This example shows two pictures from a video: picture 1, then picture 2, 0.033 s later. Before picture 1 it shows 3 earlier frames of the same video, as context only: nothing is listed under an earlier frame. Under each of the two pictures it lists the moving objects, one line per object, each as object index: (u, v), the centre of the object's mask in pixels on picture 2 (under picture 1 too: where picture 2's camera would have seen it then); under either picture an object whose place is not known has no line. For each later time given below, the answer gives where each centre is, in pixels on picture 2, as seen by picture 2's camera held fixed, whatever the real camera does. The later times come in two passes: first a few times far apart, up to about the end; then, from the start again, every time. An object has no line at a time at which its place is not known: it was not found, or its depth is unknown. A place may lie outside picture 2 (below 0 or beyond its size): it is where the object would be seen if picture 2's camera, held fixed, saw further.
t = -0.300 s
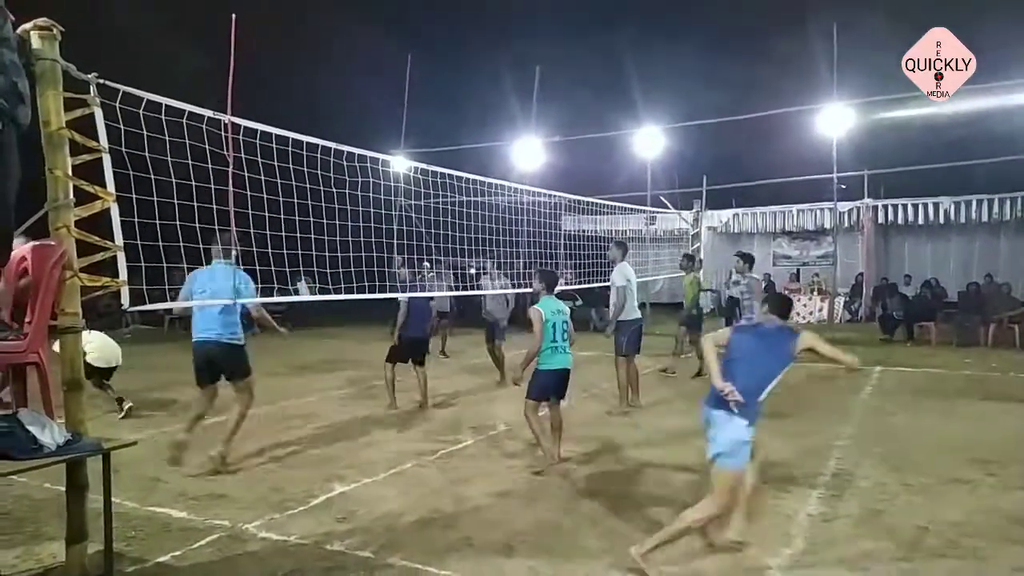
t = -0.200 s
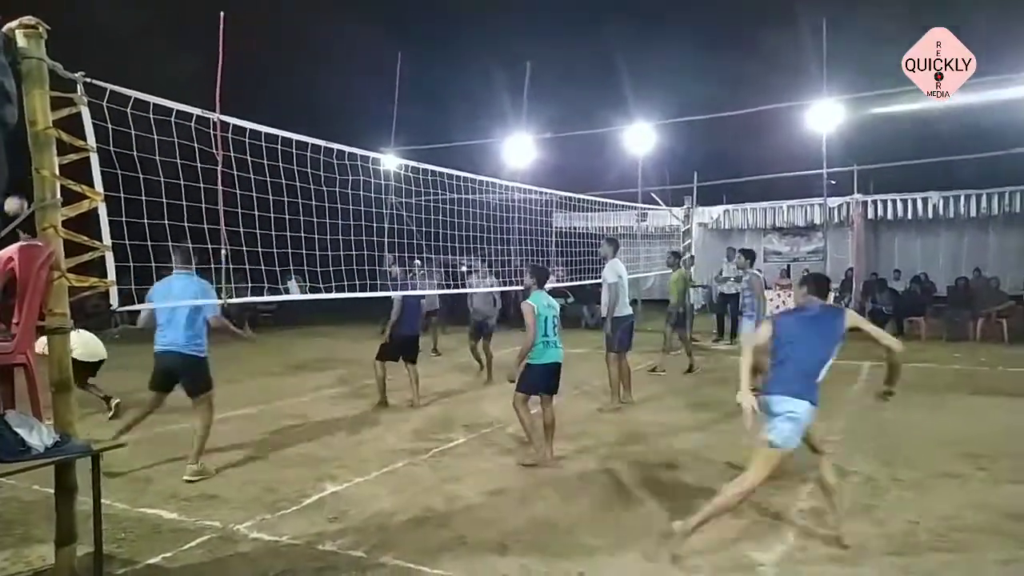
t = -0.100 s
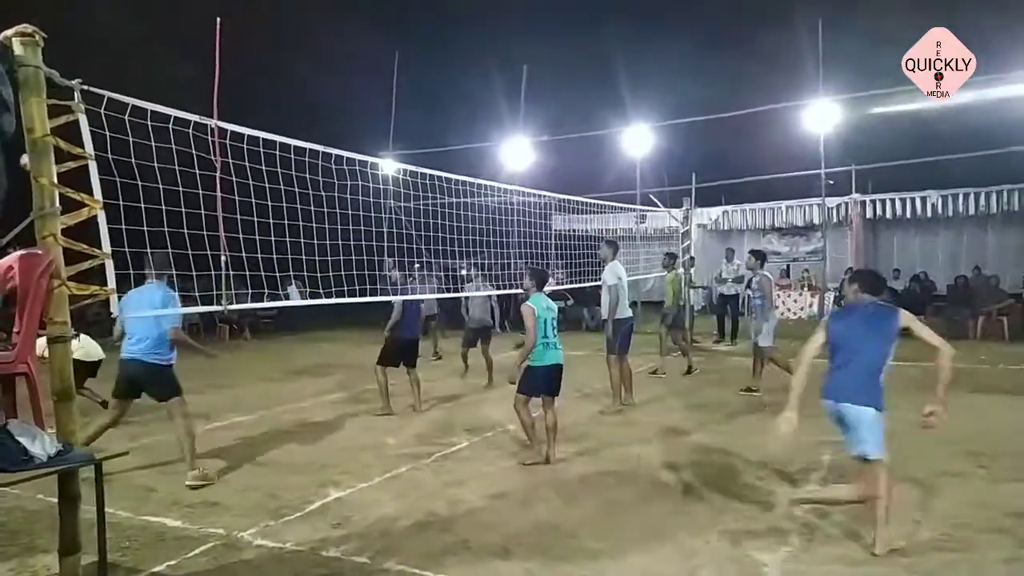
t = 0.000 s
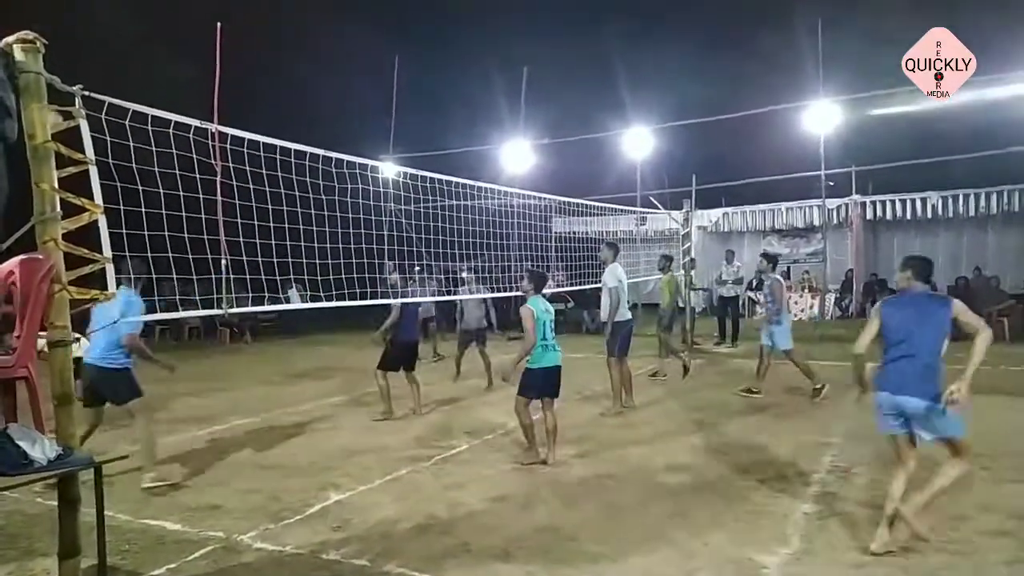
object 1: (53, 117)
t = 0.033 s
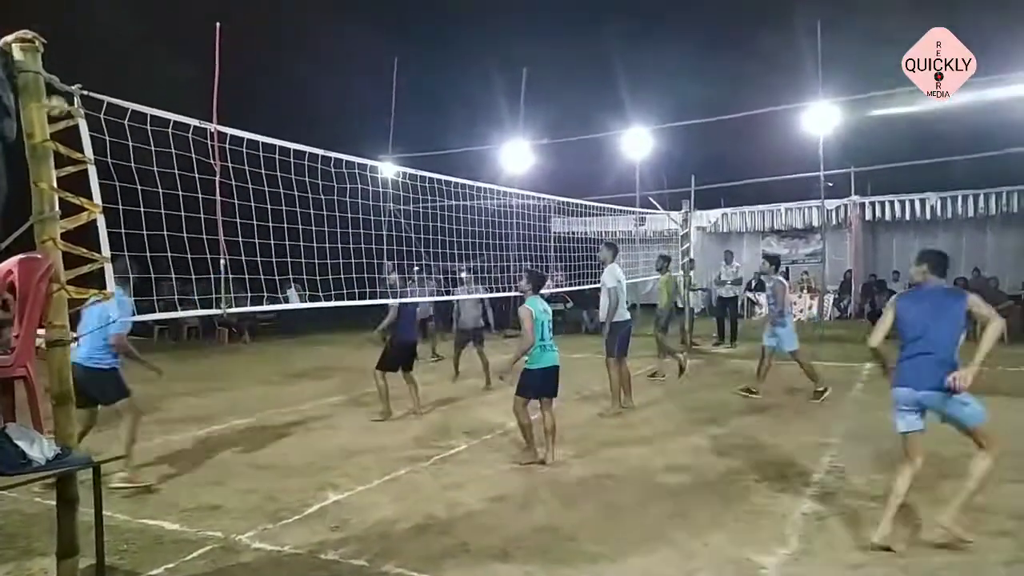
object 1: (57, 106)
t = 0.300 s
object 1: (107, 32)
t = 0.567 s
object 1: (163, 25)
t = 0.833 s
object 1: (226, 89)
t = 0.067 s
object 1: (60, 95)
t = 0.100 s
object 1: (70, 80)
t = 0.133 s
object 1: (74, 72)
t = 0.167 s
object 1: (80, 61)
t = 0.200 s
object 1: (86, 52)
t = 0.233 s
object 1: (93, 45)
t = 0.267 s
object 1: (100, 38)
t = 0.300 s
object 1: (107, 32)
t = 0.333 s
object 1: (113, 28)
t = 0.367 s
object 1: (120, 24)
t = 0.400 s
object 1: (128, 21)
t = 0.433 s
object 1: (134, 20)
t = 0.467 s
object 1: (141, 19)
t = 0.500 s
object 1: (149, 20)
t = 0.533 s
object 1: (156, 22)
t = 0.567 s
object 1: (163, 25)
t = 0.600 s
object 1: (170, 29)
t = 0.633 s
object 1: (177, 33)
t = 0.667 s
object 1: (185, 40)
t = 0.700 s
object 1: (193, 47)
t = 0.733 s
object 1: (201, 56)
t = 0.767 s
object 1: (209, 66)
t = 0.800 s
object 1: (217, 77)
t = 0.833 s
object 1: (226, 89)
